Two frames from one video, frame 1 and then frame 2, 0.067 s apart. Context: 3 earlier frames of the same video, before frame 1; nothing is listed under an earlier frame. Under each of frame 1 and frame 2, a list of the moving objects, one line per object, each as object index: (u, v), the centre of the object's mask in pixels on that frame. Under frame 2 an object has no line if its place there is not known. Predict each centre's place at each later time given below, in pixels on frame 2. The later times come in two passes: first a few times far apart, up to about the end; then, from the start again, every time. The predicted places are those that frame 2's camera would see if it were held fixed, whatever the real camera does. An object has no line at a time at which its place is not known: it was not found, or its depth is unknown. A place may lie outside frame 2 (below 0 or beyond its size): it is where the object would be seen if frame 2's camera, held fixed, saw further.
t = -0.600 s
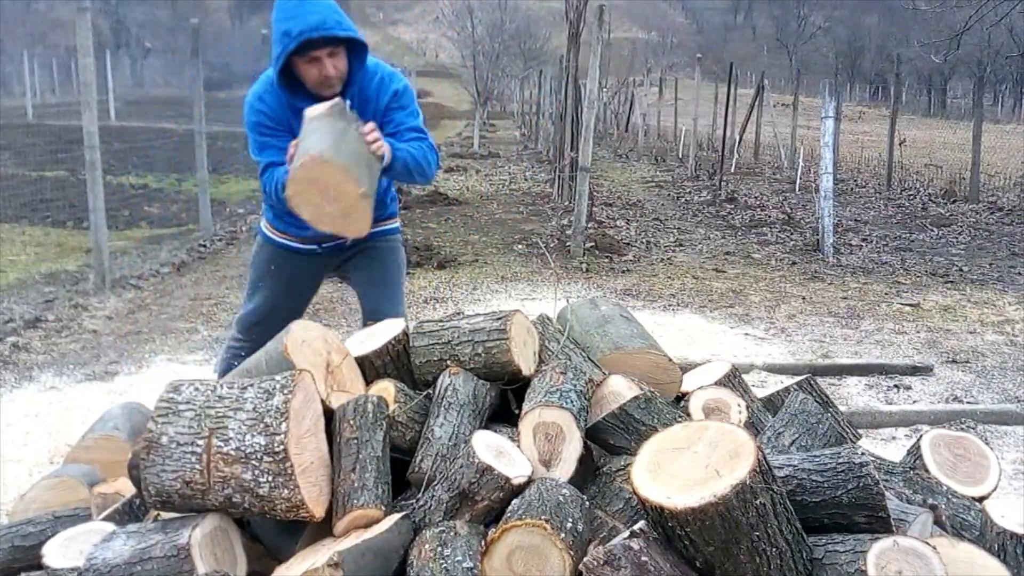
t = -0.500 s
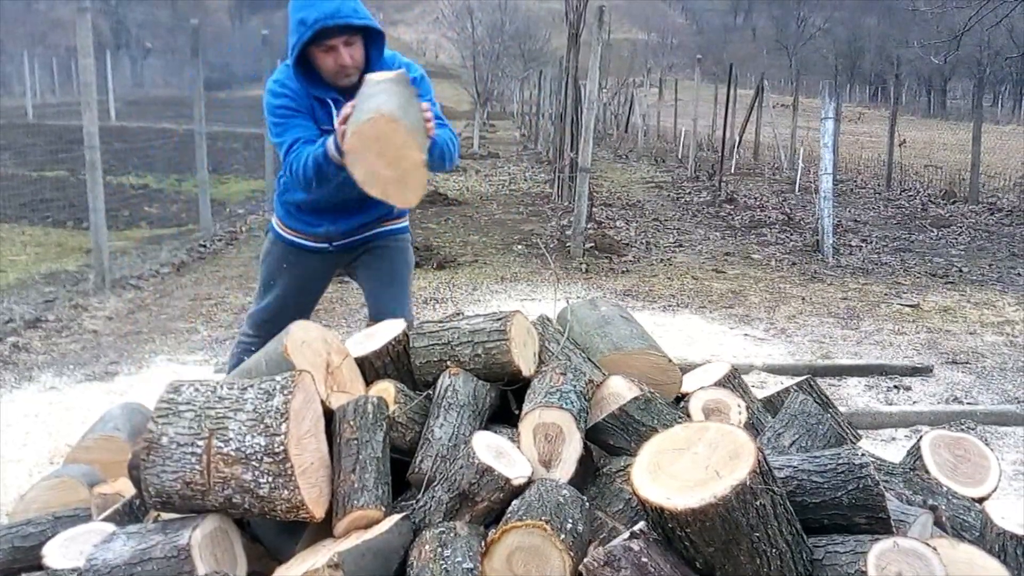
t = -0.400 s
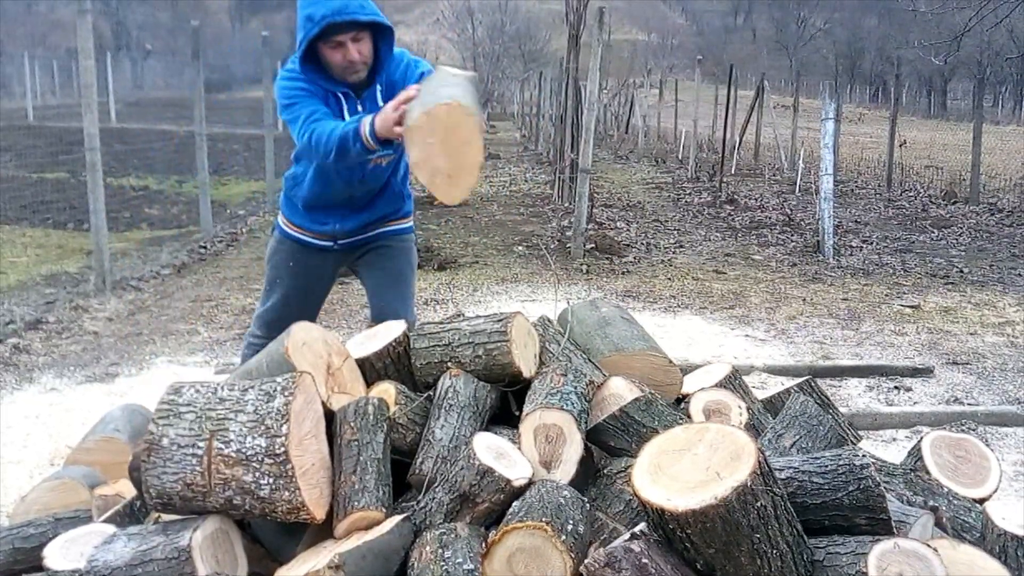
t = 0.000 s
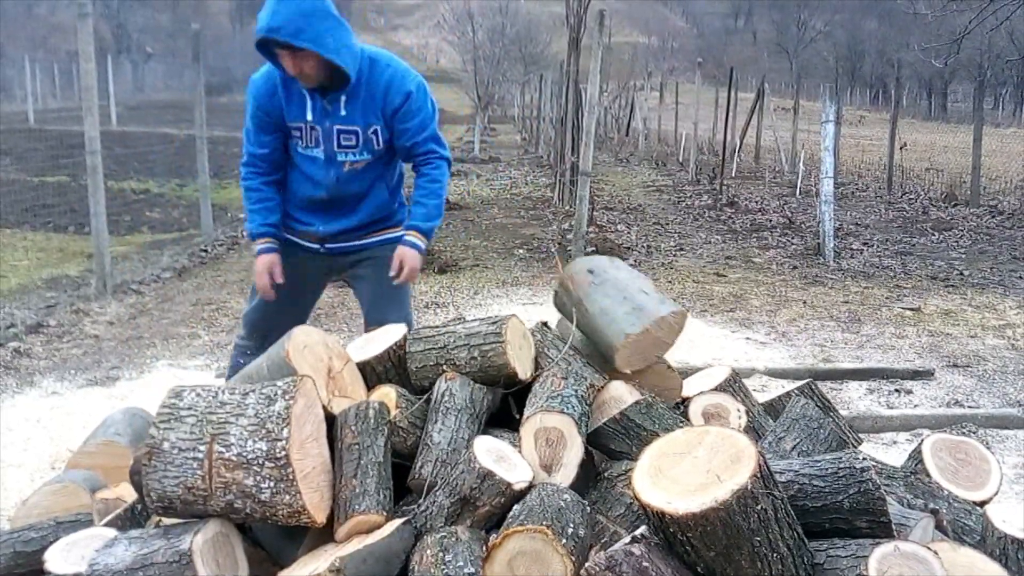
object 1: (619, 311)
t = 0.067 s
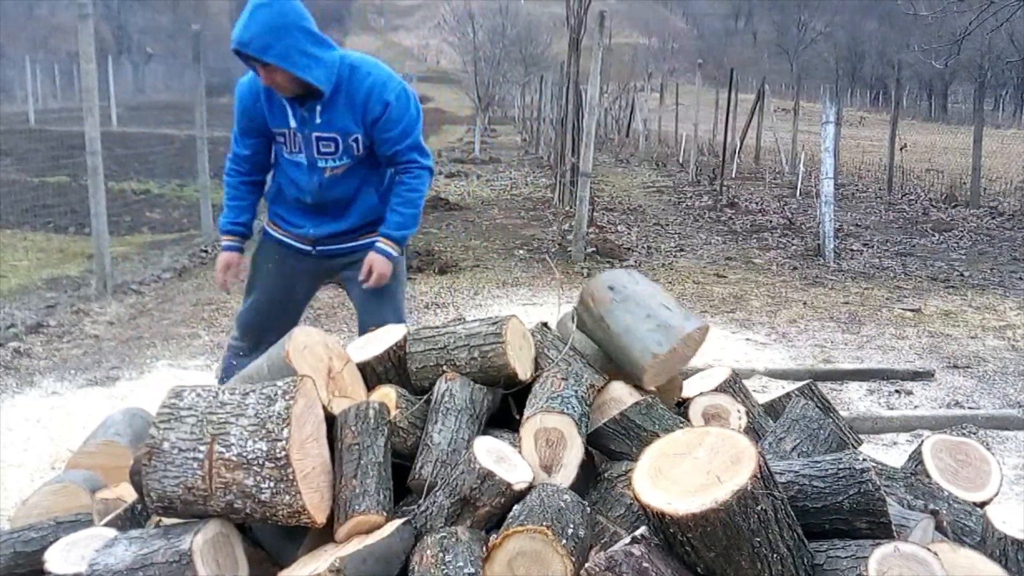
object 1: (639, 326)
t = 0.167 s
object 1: (673, 356)
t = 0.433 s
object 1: (731, 377)
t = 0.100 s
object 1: (648, 335)
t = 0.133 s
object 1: (658, 345)
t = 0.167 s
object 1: (673, 356)
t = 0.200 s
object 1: (680, 359)
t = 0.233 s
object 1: (685, 362)
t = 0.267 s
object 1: (690, 365)
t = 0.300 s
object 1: (697, 370)
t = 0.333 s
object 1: (708, 373)
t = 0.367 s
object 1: (719, 375)
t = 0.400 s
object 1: (726, 376)
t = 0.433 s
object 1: (731, 377)
